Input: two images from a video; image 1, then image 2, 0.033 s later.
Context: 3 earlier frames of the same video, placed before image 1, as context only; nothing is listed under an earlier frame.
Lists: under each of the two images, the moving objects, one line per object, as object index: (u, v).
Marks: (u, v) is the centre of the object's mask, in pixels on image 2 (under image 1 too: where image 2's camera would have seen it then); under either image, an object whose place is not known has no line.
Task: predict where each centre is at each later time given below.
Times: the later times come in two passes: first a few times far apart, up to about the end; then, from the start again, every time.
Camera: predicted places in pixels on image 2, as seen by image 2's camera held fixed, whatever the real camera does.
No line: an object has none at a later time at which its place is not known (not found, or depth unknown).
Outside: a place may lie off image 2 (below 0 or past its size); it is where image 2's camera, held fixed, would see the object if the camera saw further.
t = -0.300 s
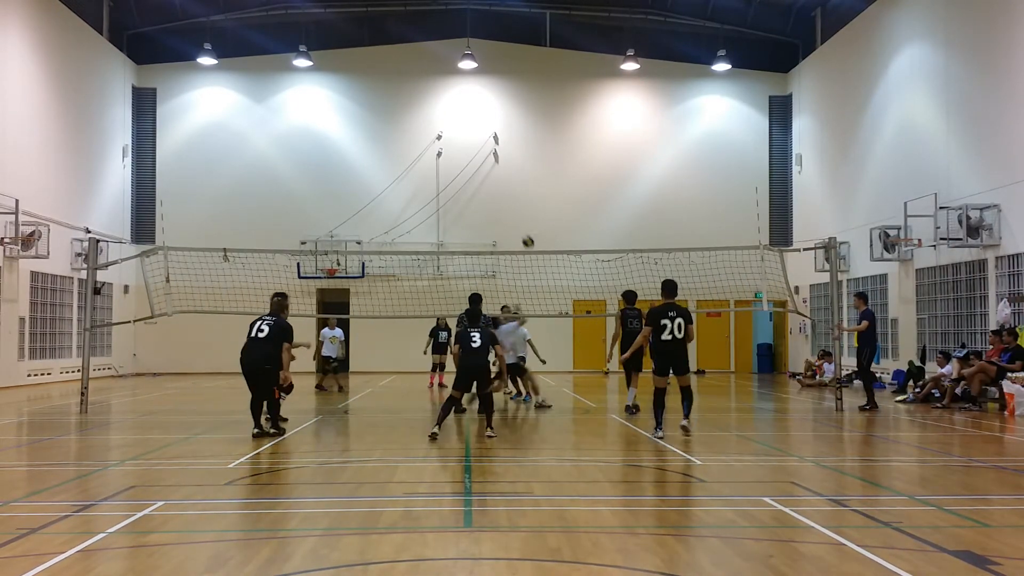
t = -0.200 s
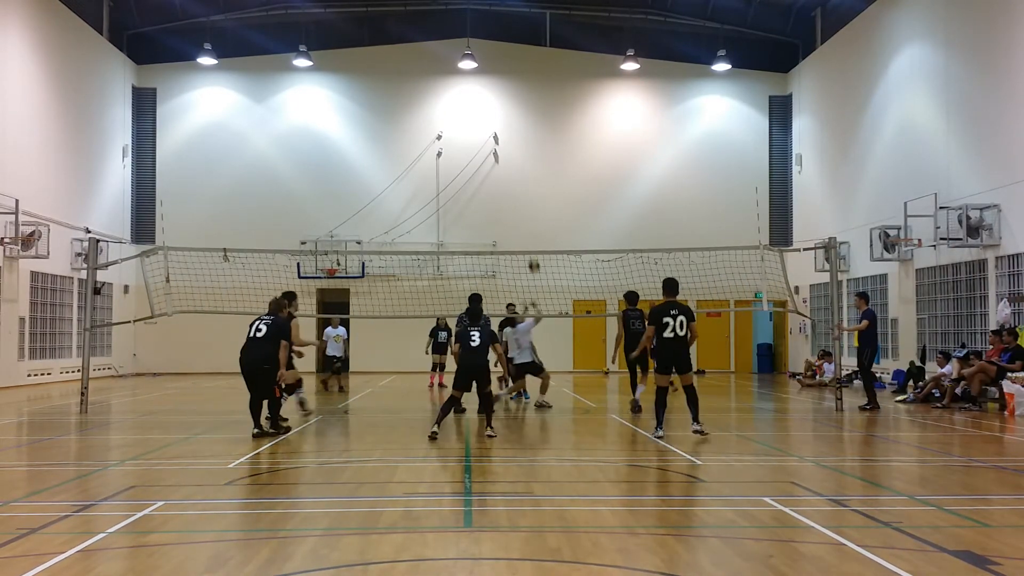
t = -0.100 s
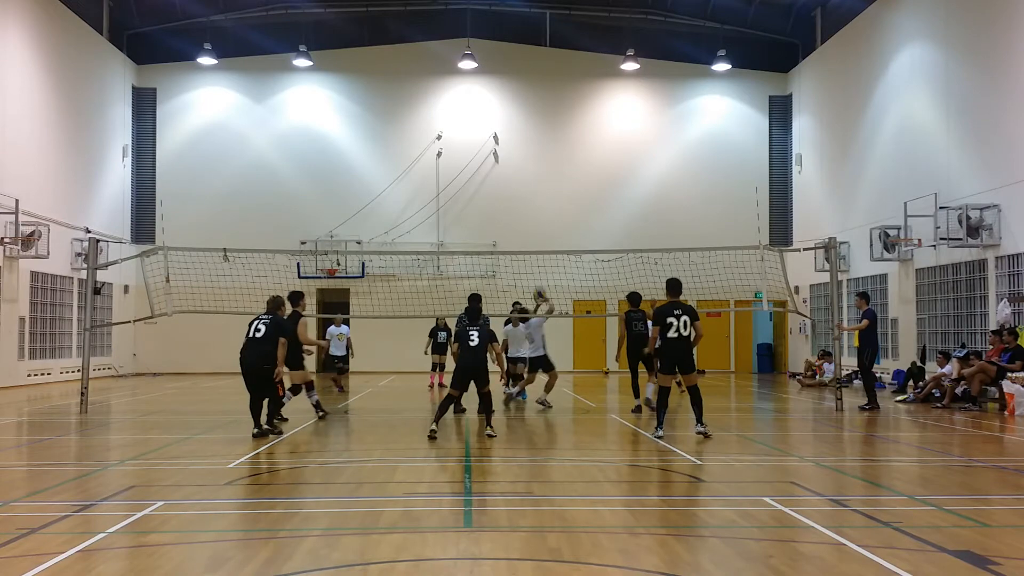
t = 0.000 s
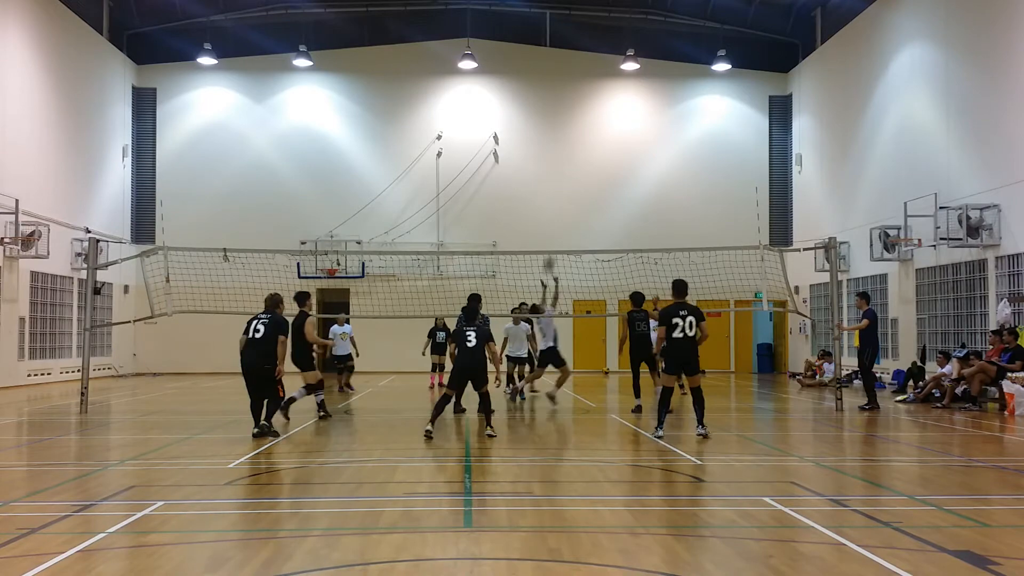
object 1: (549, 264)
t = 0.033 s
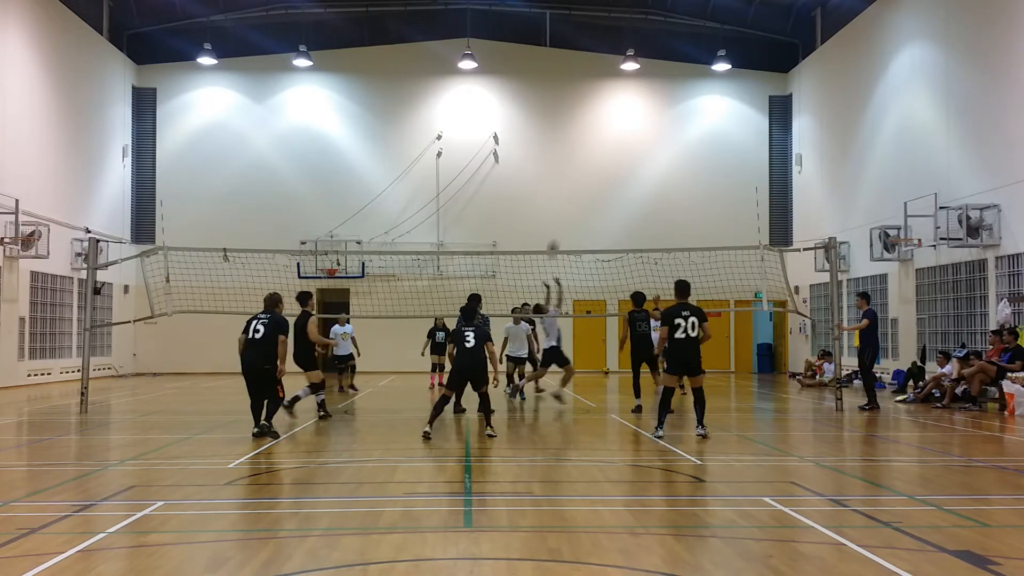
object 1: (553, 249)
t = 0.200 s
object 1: (571, 184)
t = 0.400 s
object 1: (592, 130)
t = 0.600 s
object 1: (612, 101)
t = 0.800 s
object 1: (632, 97)
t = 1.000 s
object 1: (651, 116)
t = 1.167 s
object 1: (667, 149)
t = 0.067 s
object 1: (556, 235)
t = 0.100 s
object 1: (560, 220)
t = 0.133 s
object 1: (564, 207)
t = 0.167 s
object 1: (567, 196)
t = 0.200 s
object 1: (571, 184)
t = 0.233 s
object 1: (575, 173)
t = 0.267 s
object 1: (578, 163)
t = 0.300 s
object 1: (582, 154)
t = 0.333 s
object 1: (585, 145)
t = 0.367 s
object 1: (589, 137)
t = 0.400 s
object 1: (592, 130)
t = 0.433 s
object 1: (595, 124)
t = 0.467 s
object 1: (599, 117)
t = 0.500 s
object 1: (602, 113)
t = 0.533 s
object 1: (605, 109)
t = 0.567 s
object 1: (609, 105)
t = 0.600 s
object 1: (612, 101)
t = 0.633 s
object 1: (615, 99)
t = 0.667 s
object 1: (619, 97)
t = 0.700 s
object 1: (622, 96)
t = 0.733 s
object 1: (625, 96)
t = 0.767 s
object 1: (629, 96)
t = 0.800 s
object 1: (632, 97)
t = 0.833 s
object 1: (635, 98)
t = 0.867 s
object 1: (638, 100)
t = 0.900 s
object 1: (642, 103)
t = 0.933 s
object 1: (645, 107)
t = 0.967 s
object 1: (648, 111)
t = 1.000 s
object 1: (651, 116)
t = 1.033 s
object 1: (654, 121)
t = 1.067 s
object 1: (657, 127)
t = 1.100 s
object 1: (660, 134)
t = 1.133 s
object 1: (663, 141)
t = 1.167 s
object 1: (667, 149)
